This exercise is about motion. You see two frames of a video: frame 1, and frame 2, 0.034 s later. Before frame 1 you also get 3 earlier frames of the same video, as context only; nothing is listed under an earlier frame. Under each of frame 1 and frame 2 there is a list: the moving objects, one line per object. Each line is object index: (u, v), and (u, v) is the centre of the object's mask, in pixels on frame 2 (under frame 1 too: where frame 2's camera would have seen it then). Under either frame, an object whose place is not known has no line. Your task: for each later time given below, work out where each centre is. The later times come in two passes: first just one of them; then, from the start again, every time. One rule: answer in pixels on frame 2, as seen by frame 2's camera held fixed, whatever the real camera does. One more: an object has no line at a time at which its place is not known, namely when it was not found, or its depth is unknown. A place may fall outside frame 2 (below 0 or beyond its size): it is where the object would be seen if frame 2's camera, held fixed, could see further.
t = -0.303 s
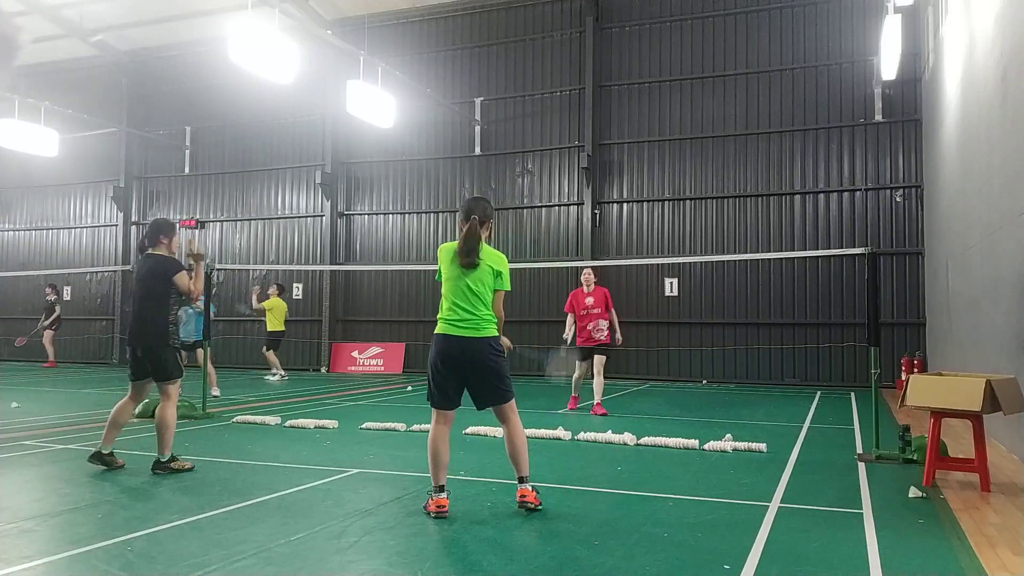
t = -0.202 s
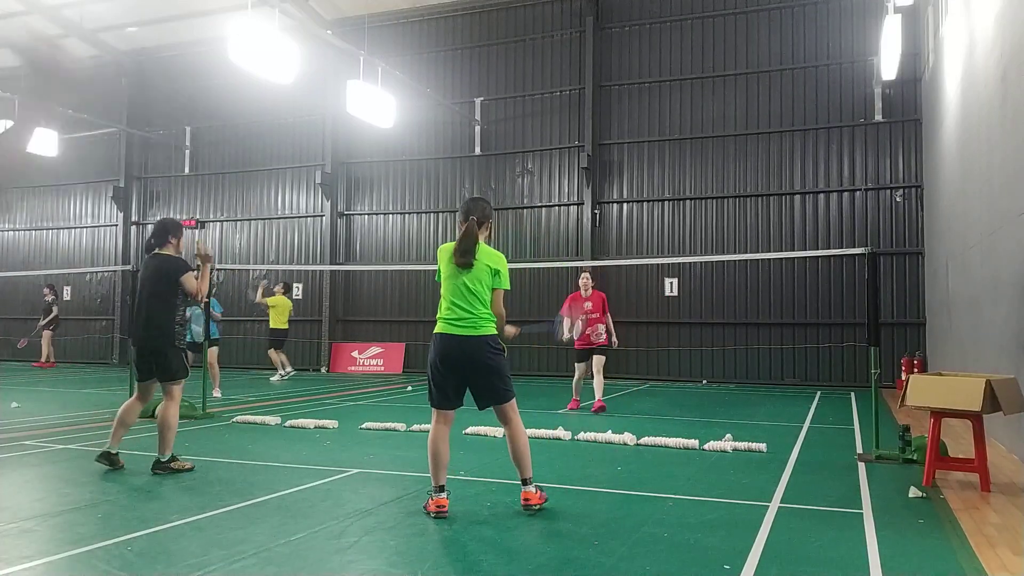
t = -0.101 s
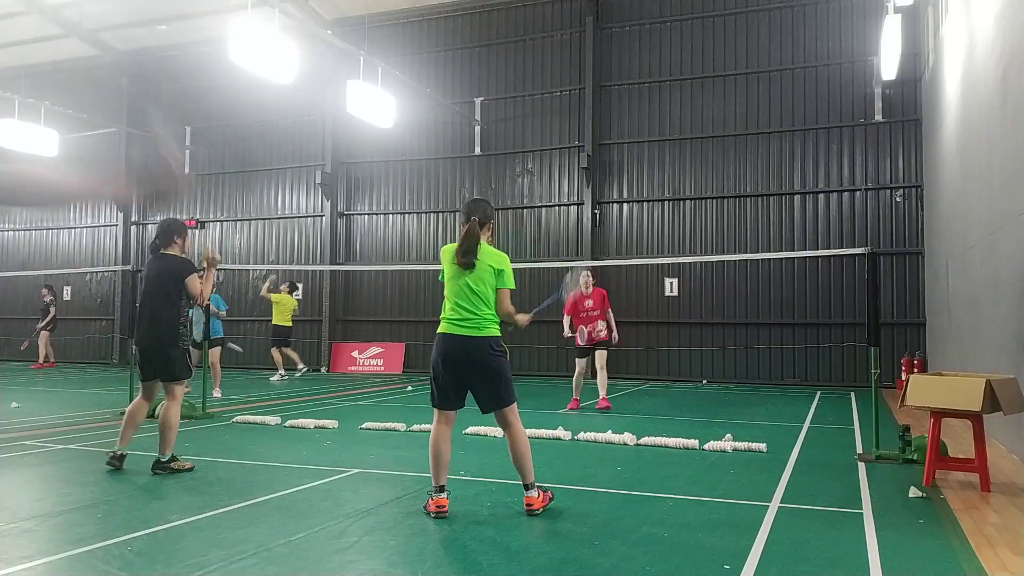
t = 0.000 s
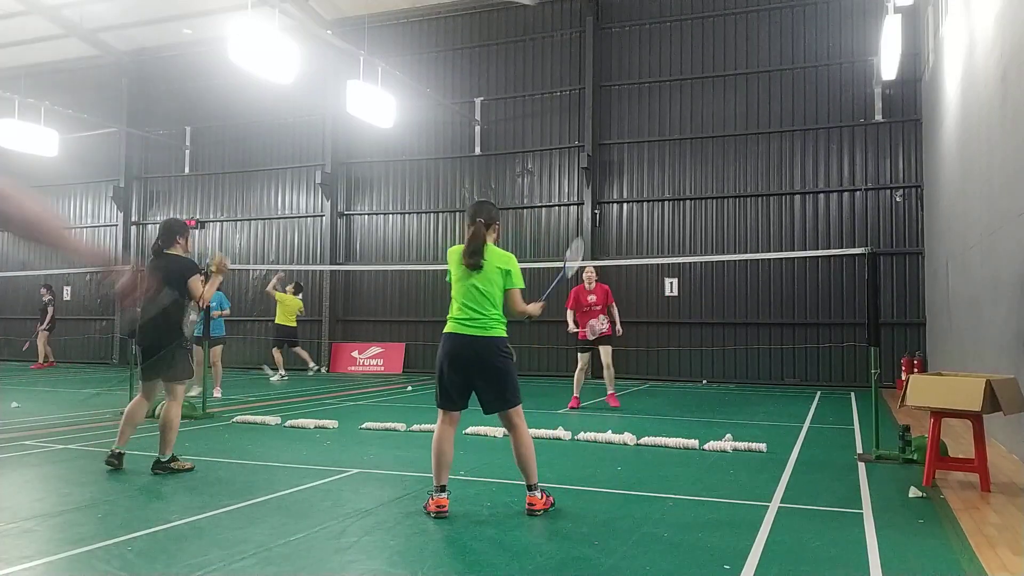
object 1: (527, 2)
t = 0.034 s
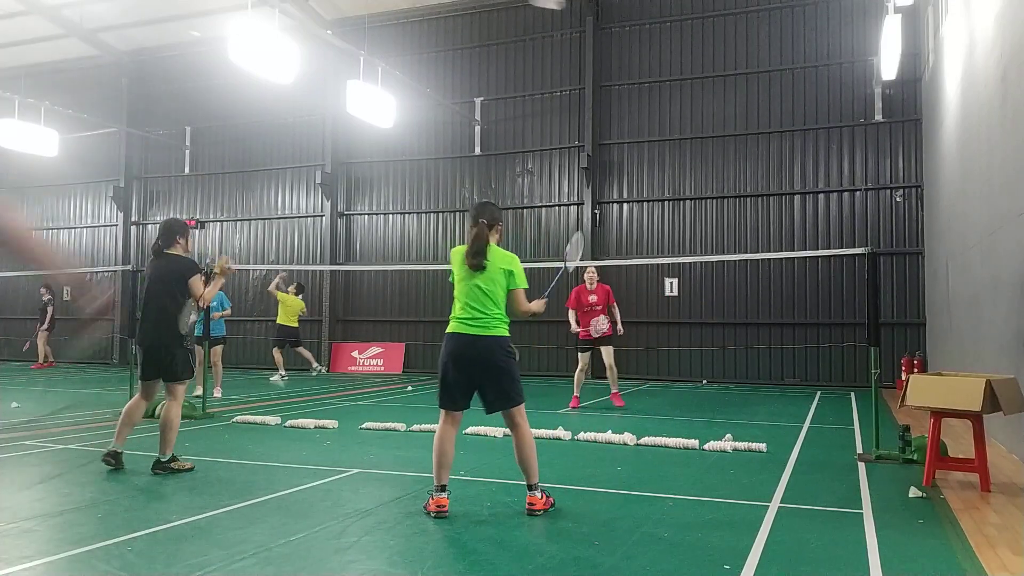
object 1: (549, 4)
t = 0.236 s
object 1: (620, 43)
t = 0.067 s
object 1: (570, 6)
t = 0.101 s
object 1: (584, 10)
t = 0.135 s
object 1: (596, 17)
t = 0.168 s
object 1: (605, 26)
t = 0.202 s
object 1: (613, 34)
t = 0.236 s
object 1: (620, 43)
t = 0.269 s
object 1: (627, 52)
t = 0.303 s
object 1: (633, 61)
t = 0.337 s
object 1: (638, 70)
